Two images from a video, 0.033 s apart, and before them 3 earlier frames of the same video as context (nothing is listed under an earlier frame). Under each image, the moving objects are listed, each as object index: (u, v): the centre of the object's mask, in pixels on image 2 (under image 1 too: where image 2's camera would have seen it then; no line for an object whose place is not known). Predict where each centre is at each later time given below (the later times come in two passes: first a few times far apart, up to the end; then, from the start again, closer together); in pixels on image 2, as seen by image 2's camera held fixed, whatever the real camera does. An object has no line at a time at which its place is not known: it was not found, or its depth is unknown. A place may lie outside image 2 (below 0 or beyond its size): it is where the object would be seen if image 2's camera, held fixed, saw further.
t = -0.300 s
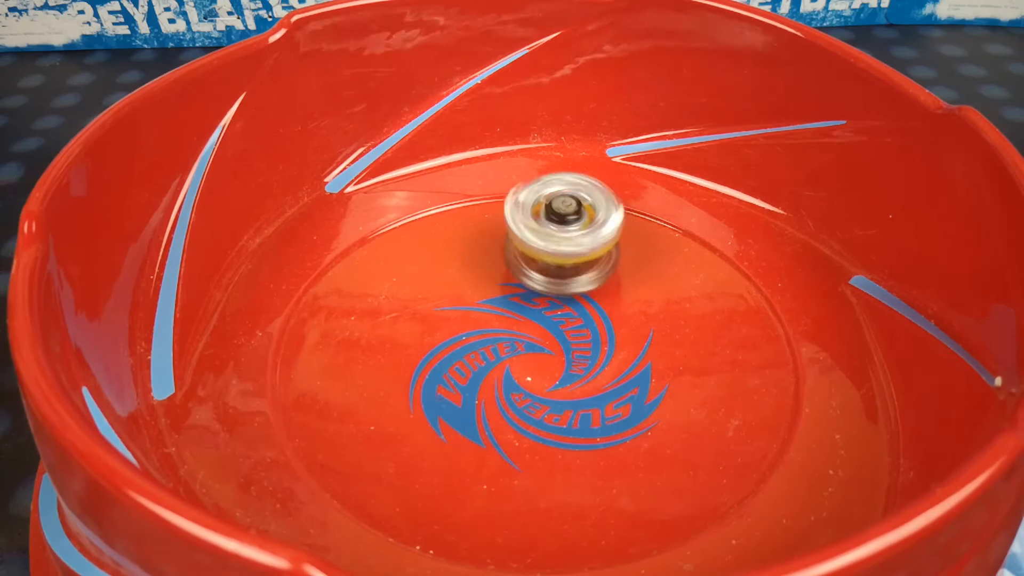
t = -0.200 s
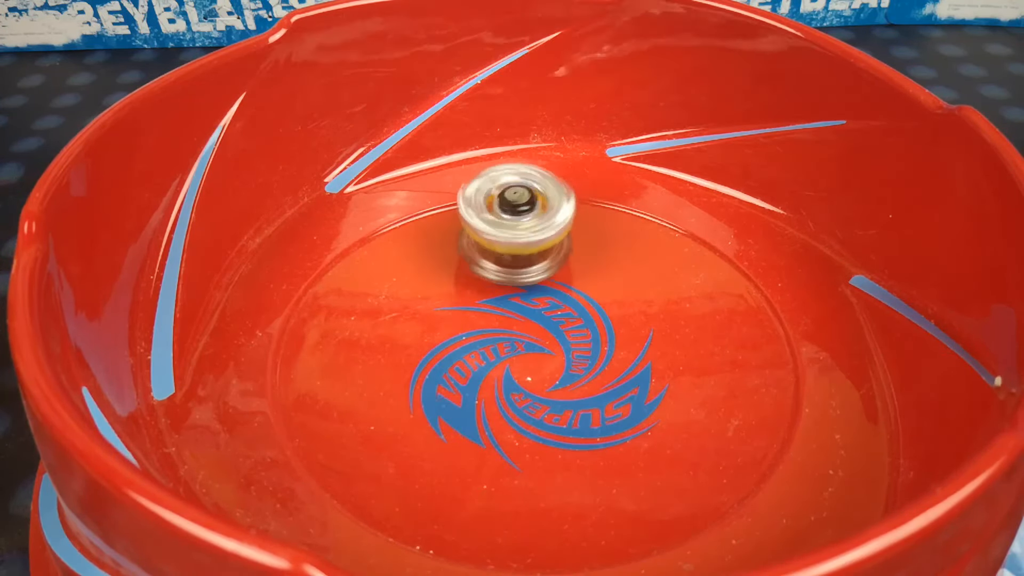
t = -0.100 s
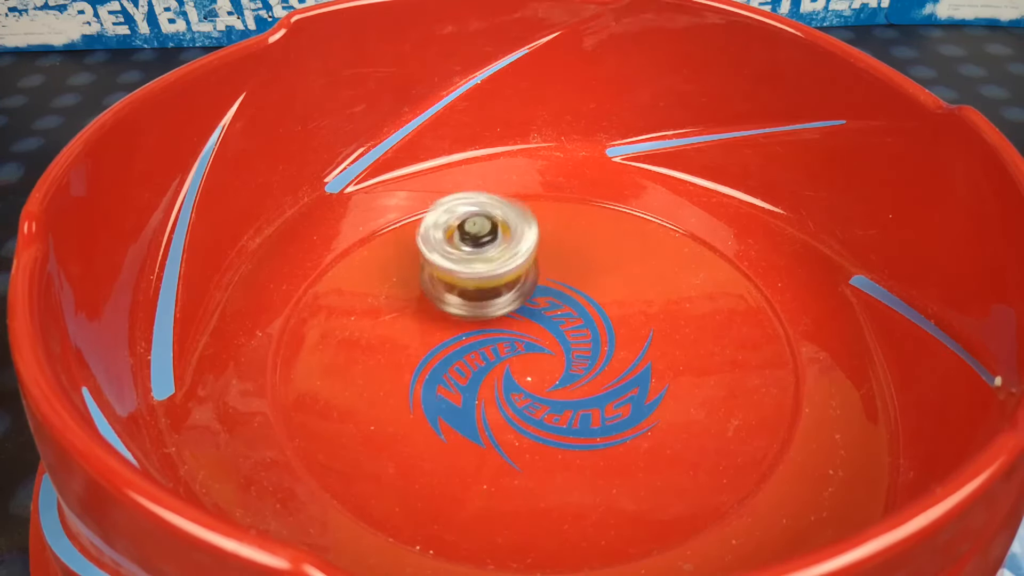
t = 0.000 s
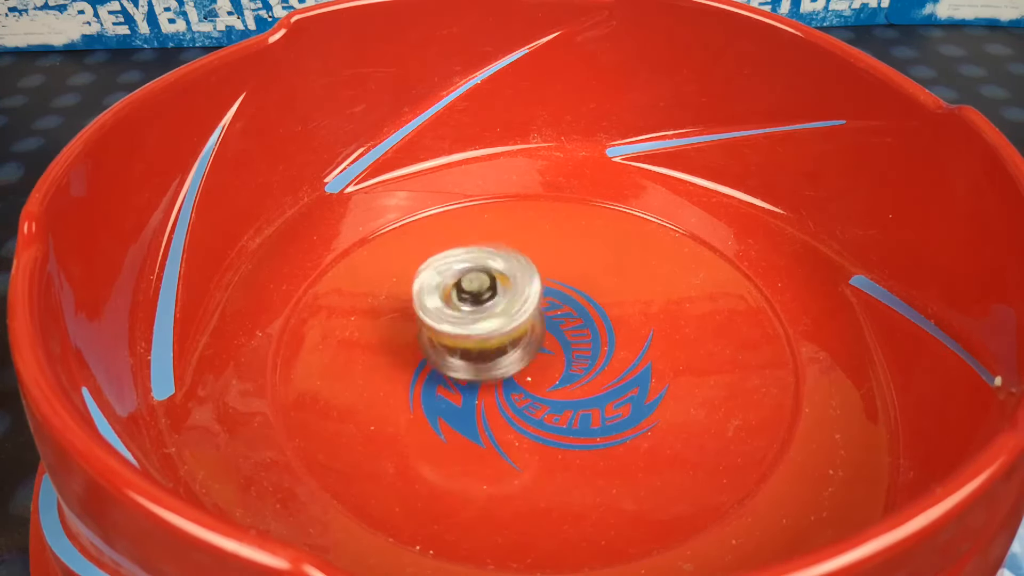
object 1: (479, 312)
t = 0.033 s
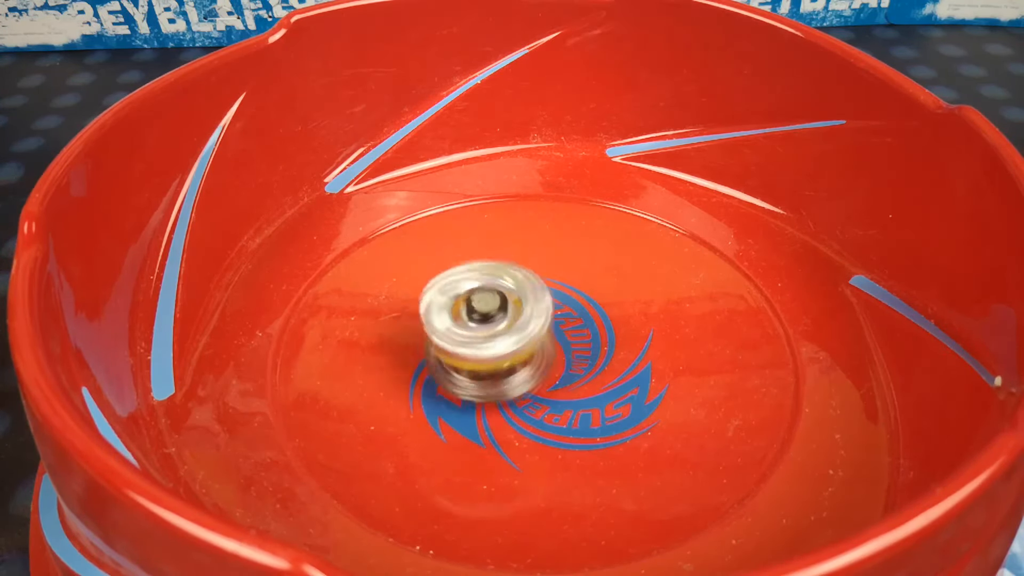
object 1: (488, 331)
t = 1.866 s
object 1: (518, 327)
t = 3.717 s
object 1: (521, 322)
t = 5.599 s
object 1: (531, 322)
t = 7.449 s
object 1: (499, 358)
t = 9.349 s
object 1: (590, 341)
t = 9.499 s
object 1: (578, 328)
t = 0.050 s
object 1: (494, 341)
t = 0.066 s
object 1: (499, 350)
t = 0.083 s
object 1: (507, 357)
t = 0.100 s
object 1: (515, 366)
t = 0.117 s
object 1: (522, 374)
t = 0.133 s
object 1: (531, 381)
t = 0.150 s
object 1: (541, 389)
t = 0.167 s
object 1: (549, 395)
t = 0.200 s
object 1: (572, 407)
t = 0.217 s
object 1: (582, 412)
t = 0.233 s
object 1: (593, 415)
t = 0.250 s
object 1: (607, 418)
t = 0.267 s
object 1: (618, 421)
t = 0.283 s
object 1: (629, 420)
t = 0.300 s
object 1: (641, 421)
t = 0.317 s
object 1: (650, 421)
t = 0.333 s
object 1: (659, 416)
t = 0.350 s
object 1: (670, 413)
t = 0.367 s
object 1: (674, 411)
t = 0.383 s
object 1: (678, 403)
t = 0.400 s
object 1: (684, 397)
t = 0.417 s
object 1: (683, 392)
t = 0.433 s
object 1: (683, 384)
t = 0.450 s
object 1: (681, 376)
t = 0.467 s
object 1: (675, 369)
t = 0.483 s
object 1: (668, 362)
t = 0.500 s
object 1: (658, 353)
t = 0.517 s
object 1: (650, 348)
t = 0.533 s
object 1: (638, 343)
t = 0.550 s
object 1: (626, 336)
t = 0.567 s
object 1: (616, 331)
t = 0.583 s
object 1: (602, 328)
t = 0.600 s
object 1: (589, 323)
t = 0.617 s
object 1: (577, 319)
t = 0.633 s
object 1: (564, 317)
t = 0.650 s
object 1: (549, 314)
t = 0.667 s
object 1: (538, 311)
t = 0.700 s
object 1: (511, 308)
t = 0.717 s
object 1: (500, 306)
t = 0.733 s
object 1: (488, 305)
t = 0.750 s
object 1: (475, 305)
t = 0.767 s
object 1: (464, 303)
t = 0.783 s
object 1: (453, 304)
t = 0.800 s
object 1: (441, 304)
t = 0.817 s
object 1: (429, 304)
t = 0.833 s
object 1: (420, 305)
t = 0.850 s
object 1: (410, 308)
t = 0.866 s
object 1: (399, 310)
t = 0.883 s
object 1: (392, 312)
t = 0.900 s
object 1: (386, 318)
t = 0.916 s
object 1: (379, 321)
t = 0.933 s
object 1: (377, 324)
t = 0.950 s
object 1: (375, 330)
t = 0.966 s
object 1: (371, 335)
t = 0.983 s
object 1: (373, 338)
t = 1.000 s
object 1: (376, 344)
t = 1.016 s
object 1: (378, 351)
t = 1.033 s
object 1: (384, 353)
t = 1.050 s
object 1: (394, 359)
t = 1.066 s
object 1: (402, 365)
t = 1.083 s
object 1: (413, 367)
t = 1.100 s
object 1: (427, 368)
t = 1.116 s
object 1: (441, 371)
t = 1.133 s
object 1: (453, 373)
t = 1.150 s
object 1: (469, 370)
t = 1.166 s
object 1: (483, 368)
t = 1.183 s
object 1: (494, 368)
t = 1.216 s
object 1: (521, 359)
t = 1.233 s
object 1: (532, 357)
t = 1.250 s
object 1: (542, 353)
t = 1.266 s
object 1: (554, 347)
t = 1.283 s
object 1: (565, 343)
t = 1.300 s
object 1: (574, 338)
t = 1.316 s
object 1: (584, 332)
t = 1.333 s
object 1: (594, 326)
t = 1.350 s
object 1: (600, 321)
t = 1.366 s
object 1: (607, 315)
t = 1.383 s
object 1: (614, 308)
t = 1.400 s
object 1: (620, 303)
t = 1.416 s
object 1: (625, 297)
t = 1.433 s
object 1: (629, 289)
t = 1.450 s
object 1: (632, 284)
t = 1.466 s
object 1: (634, 280)
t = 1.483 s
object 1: (633, 273)
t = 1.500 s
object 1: (634, 267)
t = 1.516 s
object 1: (633, 265)
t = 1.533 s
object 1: (628, 261)
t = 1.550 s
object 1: (627, 256)
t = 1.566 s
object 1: (625, 256)
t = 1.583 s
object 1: (618, 255)
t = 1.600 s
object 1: (614, 252)
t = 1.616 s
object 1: (610, 253)
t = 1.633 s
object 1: (603, 253)
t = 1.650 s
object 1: (596, 253)
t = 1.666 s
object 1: (589, 255)
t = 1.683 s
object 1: (582, 259)
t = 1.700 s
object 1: (575, 262)
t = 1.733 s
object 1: (562, 270)
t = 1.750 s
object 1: (555, 277)
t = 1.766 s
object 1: (548, 282)
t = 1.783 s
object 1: (543, 288)
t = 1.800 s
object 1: (538, 297)
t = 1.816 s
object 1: (531, 304)
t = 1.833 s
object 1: (526, 310)
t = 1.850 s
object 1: (522, 319)
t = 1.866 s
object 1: (518, 327)
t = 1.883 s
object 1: (514, 335)
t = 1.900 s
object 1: (512, 343)
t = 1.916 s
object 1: (510, 352)
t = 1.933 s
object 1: (506, 360)
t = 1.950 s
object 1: (505, 367)
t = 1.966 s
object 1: (505, 376)
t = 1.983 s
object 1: (504, 384)
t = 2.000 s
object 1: (504, 391)
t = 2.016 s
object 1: (505, 398)
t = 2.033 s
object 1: (507, 407)
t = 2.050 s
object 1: (509, 413)
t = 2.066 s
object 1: (512, 418)
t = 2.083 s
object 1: (519, 425)
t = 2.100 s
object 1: (522, 430)
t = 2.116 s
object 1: (527, 432)
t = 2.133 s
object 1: (535, 434)
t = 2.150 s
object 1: (539, 438)
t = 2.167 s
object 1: (542, 437)
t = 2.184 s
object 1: (550, 436)
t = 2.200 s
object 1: (555, 437)
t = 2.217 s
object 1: (558, 434)
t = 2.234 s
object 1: (564, 431)
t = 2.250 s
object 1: (568, 428)
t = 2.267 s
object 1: (572, 424)
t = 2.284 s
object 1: (574, 421)
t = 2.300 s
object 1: (576, 414)
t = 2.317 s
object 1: (579, 409)
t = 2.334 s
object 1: (580, 405)
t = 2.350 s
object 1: (578, 396)
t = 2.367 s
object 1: (579, 388)
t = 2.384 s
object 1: (579, 382)
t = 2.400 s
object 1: (575, 374)
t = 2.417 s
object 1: (573, 365)
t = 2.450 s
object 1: (566, 350)
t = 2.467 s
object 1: (560, 341)
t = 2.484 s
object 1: (556, 333)
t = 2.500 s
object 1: (551, 327)
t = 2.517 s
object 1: (545, 320)
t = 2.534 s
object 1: (539, 313)
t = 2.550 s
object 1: (534, 307)
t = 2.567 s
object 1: (528, 301)
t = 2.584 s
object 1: (520, 295)
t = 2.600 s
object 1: (514, 289)
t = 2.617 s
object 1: (509, 284)
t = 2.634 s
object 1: (502, 280)
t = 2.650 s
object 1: (493, 276)
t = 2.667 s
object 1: (488, 271)
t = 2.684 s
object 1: (482, 270)
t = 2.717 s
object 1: (467, 265)
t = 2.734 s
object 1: (463, 265)
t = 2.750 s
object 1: (457, 267)
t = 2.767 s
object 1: (451, 267)
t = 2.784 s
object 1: (449, 266)
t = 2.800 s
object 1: (446, 270)
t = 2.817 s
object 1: (441, 272)
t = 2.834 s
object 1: (439, 273)
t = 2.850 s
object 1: (439, 277)
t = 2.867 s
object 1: (437, 282)
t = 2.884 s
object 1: (437, 286)
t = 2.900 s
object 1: (439, 291)
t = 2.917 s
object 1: (441, 297)
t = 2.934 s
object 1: (445, 303)
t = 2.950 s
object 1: (449, 308)
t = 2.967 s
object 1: (455, 313)
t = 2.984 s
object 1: (464, 318)
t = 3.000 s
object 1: (470, 324)
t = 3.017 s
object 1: (476, 328)
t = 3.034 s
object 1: (487, 333)
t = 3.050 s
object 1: (497, 338)
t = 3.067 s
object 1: (506, 342)
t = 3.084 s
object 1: (516, 345)
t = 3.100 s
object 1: (528, 348)
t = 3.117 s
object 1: (538, 351)
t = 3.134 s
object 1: (548, 354)
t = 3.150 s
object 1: (559, 356)
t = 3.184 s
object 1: (582, 358)
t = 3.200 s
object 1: (591, 359)
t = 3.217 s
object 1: (603, 358)
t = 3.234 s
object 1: (615, 358)
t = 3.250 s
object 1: (623, 357)
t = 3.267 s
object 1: (631, 356)
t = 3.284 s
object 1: (640, 351)
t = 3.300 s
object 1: (649, 350)
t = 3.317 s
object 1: (653, 349)
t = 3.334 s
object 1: (658, 343)
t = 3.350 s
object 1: (663, 340)
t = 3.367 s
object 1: (666, 338)
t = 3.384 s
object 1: (665, 334)
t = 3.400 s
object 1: (666, 329)
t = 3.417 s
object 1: (667, 326)
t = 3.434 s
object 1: (664, 325)
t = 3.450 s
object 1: (659, 321)
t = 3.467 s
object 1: (657, 317)
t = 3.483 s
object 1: (653, 316)
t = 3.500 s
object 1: (645, 315)
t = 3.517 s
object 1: (637, 311)
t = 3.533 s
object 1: (632, 309)
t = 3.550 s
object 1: (623, 310)
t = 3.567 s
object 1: (613, 309)
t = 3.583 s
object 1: (603, 308)
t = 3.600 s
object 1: (594, 308)
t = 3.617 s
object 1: (584, 310)
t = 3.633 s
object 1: (571, 311)
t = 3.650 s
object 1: (561, 312)
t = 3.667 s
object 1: (552, 314)
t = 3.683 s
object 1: (542, 317)
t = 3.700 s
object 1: (531, 320)
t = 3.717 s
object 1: (521, 322)
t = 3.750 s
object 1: (504, 329)
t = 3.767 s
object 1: (494, 332)
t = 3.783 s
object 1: (486, 335)
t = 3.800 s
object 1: (479, 338)
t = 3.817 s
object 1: (471, 343)
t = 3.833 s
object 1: (463, 347)
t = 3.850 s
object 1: (456, 350)
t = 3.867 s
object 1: (452, 355)
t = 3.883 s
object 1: (446, 361)
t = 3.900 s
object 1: (441, 364)
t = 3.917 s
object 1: (438, 367)
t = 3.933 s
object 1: (438, 372)
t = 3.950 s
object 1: (436, 378)
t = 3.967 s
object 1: (434, 380)
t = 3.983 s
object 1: (437, 381)
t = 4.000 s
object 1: (439, 386)
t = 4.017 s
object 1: (439, 389)
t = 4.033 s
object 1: (440, 389)
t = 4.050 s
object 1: (447, 390)
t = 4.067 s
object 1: (451, 393)
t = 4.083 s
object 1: (454, 395)
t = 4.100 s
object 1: (459, 393)
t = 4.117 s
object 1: (467, 393)
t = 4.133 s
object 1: (474, 395)
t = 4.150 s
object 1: (479, 393)
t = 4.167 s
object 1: (487, 388)
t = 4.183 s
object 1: (496, 386)
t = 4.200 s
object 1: (505, 386)
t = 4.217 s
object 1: (511, 382)
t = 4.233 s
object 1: (518, 374)
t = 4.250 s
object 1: (527, 369)
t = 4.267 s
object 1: (534, 365)
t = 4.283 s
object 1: (540, 360)
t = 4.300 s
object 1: (544, 352)
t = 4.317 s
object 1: (550, 345)
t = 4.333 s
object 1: (554, 340)
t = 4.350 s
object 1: (557, 333)
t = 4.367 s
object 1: (559, 326)
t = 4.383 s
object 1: (562, 319)
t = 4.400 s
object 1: (564, 313)
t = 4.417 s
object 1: (565, 308)
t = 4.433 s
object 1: (564, 301)
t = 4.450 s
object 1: (565, 295)
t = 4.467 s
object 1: (565, 290)
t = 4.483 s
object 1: (564, 286)
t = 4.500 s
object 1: (560, 280)
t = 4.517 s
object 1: (559, 275)
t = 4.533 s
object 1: (559, 273)
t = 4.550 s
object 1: (555, 271)
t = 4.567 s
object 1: (551, 267)
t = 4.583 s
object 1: (549, 264)
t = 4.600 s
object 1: (547, 264)
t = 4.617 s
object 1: (541, 264)
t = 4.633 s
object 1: (537, 263)
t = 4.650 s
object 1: (536, 262)
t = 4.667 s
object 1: (533, 265)
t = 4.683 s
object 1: (528, 266)
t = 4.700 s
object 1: (524, 267)
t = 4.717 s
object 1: (523, 269)
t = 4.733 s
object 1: (519, 273)
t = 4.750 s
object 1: (515, 277)
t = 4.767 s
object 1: (513, 281)
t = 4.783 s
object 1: (511, 285)
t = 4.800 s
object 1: (510, 290)
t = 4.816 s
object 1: (510, 297)
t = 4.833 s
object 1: (508, 303)
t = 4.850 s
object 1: (508, 307)
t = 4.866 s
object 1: (510, 313)
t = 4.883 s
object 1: (512, 321)
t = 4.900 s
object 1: (513, 326)
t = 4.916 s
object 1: (515, 331)
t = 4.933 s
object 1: (519, 338)
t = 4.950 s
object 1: (523, 345)
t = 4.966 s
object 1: (527, 350)
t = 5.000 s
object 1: (535, 360)
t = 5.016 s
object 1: (540, 365)
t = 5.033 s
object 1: (545, 370)
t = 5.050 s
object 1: (549, 374)
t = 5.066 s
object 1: (555, 377)
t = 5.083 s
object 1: (564, 381)
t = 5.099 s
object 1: (568, 384)
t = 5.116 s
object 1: (571, 387)
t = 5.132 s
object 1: (577, 387)
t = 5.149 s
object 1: (584, 388)
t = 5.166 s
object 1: (587, 391)
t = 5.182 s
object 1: (589, 391)
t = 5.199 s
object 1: (594, 389)
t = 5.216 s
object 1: (599, 389)
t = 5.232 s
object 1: (600, 391)
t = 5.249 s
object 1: (600, 390)
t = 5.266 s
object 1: (603, 386)
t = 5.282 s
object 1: (607, 385)
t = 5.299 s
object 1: (607, 386)
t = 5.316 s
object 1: (605, 383)
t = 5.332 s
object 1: (604, 378)
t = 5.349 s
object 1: (606, 375)
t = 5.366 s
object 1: (604, 375)
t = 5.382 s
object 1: (600, 371)
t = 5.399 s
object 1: (598, 366)
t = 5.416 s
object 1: (597, 361)
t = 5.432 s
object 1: (594, 359)
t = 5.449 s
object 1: (588, 356)
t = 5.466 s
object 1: (582, 351)
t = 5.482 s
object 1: (579, 345)
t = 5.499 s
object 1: (575, 342)
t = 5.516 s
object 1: (567, 339)
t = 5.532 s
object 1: (559, 335)
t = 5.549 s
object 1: (552, 330)
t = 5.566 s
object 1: (547, 327)
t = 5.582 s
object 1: (540, 325)
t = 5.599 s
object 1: (531, 322)
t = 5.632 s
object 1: (518, 316)
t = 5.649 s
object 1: (512, 314)
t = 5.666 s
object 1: (505, 313)
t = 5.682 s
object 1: (496, 311)
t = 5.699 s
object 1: (490, 309)
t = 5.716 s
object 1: (486, 308)
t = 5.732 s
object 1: (480, 309)
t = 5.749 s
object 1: (473, 309)
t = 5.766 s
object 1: (468, 308)
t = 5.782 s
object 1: (466, 307)
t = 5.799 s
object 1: (463, 309)
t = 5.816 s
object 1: (458, 311)
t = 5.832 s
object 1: (454, 310)
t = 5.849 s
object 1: (453, 310)
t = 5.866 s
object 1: (452, 312)
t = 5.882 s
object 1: (450, 316)
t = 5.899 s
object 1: (447, 316)
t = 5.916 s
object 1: (448, 316)
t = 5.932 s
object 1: (450, 318)
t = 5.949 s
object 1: (450, 323)
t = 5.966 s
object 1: (450, 325)
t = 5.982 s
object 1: (452, 324)
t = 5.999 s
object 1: (457, 327)
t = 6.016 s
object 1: (461, 331)
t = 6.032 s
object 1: (463, 335)
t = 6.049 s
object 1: (466, 336)
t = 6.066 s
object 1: (473, 336)
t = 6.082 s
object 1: (479, 340)
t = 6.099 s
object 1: (484, 344)
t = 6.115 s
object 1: (489, 346)
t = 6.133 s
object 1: (496, 346)
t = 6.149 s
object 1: (505, 347)
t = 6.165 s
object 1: (513, 350)
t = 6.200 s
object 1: (526, 352)
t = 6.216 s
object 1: (535, 351)
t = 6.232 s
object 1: (544, 352)
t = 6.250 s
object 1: (550, 354)
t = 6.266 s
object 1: (557, 354)
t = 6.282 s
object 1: (564, 353)
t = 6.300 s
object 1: (572, 350)
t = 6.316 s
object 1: (580, 349)
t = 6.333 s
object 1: (586, 348)
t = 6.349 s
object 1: (590, 347)
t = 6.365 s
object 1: (596, 343)
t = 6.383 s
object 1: (601, 341)
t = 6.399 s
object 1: (605, 341)
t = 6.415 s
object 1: (608, 340)
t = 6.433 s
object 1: (609, 337)
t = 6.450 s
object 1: (612, 334)
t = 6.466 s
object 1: (616, 332)
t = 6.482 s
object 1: (616, 332)
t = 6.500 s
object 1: (616, 331)
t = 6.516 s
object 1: (616, 328)
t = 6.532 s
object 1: (617, 325)
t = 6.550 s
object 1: (618, 326)
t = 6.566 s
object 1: (616, 325)
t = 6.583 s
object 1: (613, 323)
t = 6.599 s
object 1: (612, 320)
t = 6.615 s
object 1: (611, 319)
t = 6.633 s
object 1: (610, 320)
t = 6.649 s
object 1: (605, 319)
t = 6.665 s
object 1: (601, 317)
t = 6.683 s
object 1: (598, 316)
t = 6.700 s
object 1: (596, 316)
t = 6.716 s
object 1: (590, 317)
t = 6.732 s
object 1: (584, 316)
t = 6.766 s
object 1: (576, 314)
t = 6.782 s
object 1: (571, 315)
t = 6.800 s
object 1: (564, 316)
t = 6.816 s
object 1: (557, 315)
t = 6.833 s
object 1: (552, 314)
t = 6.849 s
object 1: (547, 314)
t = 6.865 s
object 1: (540, 316)
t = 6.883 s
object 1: (533, 317)
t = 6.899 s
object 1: (528, 317)
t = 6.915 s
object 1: (522, 318)
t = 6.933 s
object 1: (517, 319)
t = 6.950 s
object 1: (510, 321)
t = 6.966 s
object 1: (503, 322)
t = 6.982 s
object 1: (498, 323)
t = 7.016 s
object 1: (490, 328)
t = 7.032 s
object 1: (485, 329)
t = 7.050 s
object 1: (481, 331)
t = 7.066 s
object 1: (478, 332)
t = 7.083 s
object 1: (476, 333)
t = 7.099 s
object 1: (474, 336)
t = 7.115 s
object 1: (470, 338)
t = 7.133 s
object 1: (468, 339)
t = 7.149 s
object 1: (467, 339)
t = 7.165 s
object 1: (467, 342)
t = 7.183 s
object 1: (466, 344)
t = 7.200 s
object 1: (464, 345)
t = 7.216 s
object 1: (464, 345)
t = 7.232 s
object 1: (466, 345)
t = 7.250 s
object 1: (467, 348)
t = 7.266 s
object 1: (467, 350)
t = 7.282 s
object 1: (467, 350)
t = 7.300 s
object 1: (469, 350)
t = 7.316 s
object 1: (472, 351)
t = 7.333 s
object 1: (474, 354)
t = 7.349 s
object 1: (476, 354)
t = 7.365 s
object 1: (478, 355)
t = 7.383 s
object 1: (481, 354)
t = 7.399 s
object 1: (487, 355)
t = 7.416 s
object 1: (491, 357)
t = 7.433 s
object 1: (495, 358)
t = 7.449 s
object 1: (499, 358)
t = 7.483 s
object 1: (511, 357)
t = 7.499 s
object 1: (515, 357)
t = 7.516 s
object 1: (520, 358)
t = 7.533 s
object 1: (525, 357)
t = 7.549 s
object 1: (531, 355)
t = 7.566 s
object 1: (538, 355)
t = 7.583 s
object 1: (543, 355)
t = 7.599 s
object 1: (547, 355)
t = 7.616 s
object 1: (552, 353)
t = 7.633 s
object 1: (558, 350)
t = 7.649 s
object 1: (564, 349)
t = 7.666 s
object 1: (567, 348)
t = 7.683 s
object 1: (572, 347)
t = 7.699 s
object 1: (575, 344)
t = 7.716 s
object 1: (580, 341)
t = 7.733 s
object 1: (584, 340)
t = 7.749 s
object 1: (587, 339)
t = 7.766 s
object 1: (588, 338)
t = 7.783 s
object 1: (590, 335)
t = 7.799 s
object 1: (593, 332)
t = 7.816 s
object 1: (596, 331)
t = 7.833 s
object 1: (597, 330)
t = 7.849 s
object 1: (597, 329)
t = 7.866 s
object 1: (597, 327)
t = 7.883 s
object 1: (599, 324)
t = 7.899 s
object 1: (599, 324)
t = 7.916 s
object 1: (599, 323)
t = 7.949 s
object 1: (595, 320)
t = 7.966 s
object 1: (595, 319)
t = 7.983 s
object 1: (594, 319)
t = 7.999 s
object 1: (592, 319)
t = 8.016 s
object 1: (589, 318)
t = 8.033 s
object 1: (586, 316)
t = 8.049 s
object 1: (584, 315)
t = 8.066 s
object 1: (582, 315)
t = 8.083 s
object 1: (579, 315)
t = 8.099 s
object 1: (574, 315)
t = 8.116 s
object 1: (571, 314)
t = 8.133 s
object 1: (568, 314)
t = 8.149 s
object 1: (565, 314)
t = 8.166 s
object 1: (561, 314)
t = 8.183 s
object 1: (555, 314)
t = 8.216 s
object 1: (546, 314)
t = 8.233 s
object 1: (542, 314)
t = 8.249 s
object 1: (537, 315)
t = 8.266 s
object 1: (531, 316)
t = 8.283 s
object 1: (527, 316)
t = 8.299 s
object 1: (524, 316)
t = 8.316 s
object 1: (520, 317)
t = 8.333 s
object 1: (515, 318)
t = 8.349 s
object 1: (510, 319)
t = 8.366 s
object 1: (506, 319)
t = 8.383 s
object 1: (503, 320)
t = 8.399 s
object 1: (500, 321)
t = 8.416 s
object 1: (496, 323)
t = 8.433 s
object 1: (491, 324)
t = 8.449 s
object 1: (489, 325)
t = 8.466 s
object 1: (486, 325)
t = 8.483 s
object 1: (485, 327)
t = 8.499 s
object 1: (483, 329)
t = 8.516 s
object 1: (480, 330)
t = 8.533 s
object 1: (479, 331)
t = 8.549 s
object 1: (478, 331)
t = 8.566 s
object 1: (478, 332)
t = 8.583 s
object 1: (477, 334)
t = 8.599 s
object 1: (476, 336)
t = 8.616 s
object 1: (475, 336)
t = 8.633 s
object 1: (476, 337)
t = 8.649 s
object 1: (477, 338)
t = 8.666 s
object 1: (478, 340)
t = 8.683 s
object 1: (479, 342)
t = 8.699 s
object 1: (480, 343)
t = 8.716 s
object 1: (480, 343)
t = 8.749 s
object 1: (484, 343)
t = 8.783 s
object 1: (488, 347)
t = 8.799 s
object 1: (490, 348)
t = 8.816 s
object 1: (492, 349)
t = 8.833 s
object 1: (497, 349)
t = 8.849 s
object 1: (501, 351)
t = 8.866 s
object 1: (504, 352)
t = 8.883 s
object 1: (506, 353)
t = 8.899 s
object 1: (510, 353)
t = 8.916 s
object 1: (516, 353)
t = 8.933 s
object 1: (520, 355)
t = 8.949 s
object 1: (524, 355)
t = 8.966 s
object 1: (527, 357)
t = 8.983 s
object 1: (531, 356)
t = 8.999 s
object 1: (537, 355)
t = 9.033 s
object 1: (546, 357)
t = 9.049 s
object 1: (549, 357)
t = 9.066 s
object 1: (552, 357)
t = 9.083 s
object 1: (557, 355)
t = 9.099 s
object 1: (562, 356)
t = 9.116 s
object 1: (565, 356)
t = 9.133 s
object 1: (569, 356)
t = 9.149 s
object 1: (571, 355)
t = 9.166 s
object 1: (574, 352)
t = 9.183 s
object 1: (578, 351)
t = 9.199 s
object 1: (580, 351)
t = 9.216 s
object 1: (583, 351)
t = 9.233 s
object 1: (584, 350)
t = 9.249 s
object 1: (585, 348)
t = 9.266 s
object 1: (587, 346)
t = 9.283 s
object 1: (589, 346)
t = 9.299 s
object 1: (590, 344)
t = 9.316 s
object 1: (590, 344)
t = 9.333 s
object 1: (590, 342)
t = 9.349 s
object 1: (590, 341)
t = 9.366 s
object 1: (590, 339)
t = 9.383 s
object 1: (590, 338)
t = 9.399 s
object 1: (589, 338)
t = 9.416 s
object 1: (587, 336)
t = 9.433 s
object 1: (586, 334)
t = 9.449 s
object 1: (585, 332)
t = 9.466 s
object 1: (584, 330)
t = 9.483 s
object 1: (581, 330)
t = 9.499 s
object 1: (578, 328)
